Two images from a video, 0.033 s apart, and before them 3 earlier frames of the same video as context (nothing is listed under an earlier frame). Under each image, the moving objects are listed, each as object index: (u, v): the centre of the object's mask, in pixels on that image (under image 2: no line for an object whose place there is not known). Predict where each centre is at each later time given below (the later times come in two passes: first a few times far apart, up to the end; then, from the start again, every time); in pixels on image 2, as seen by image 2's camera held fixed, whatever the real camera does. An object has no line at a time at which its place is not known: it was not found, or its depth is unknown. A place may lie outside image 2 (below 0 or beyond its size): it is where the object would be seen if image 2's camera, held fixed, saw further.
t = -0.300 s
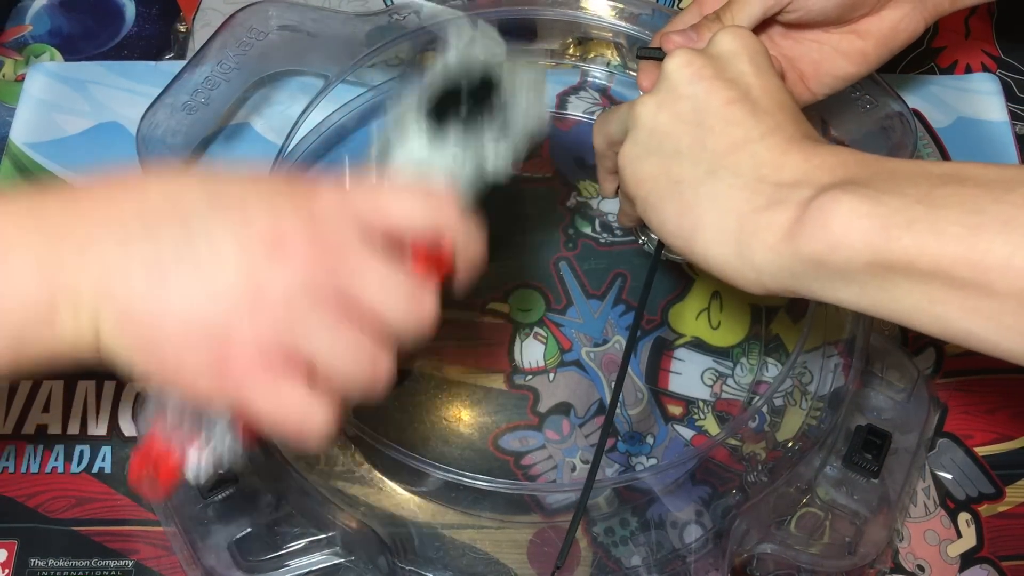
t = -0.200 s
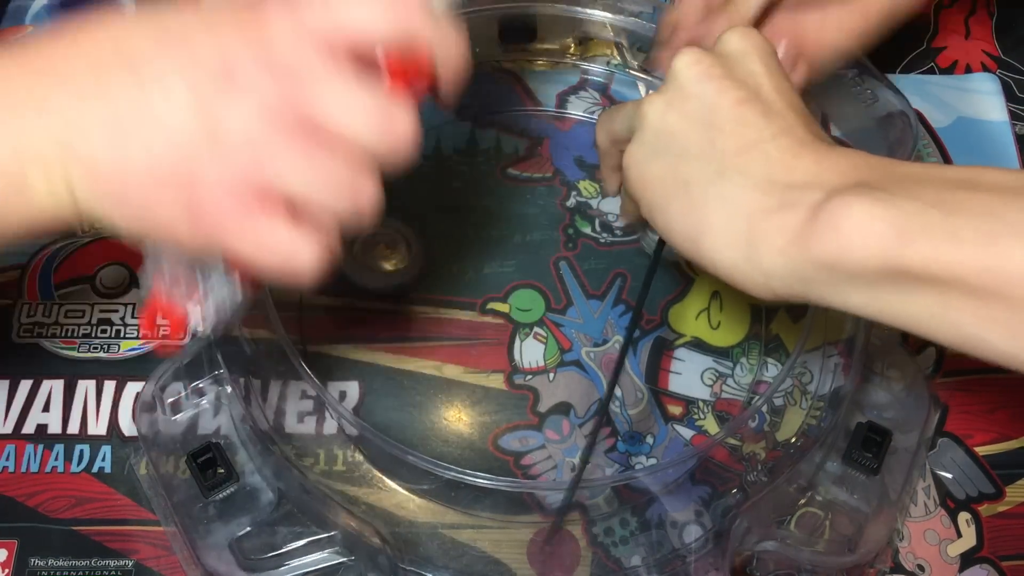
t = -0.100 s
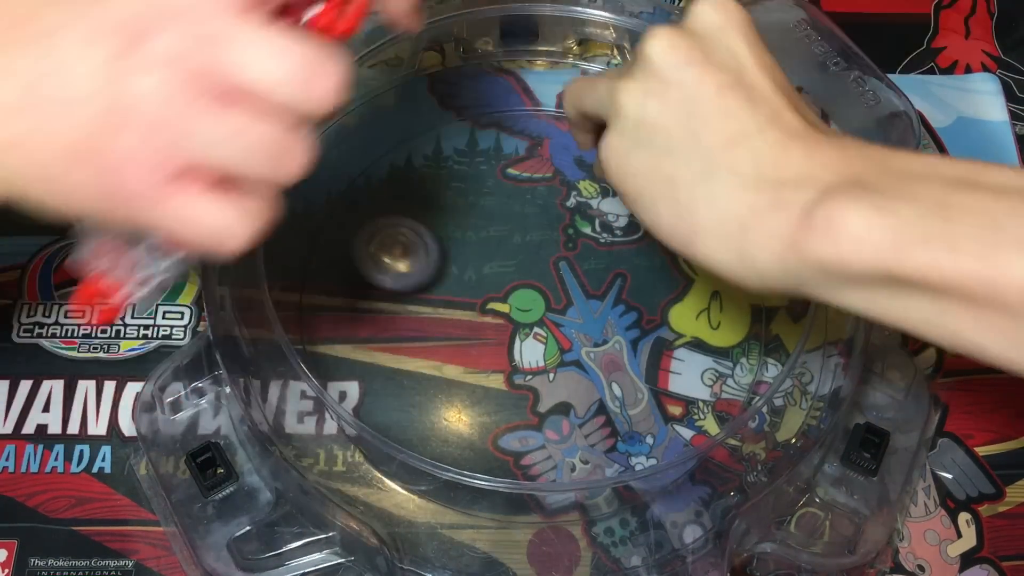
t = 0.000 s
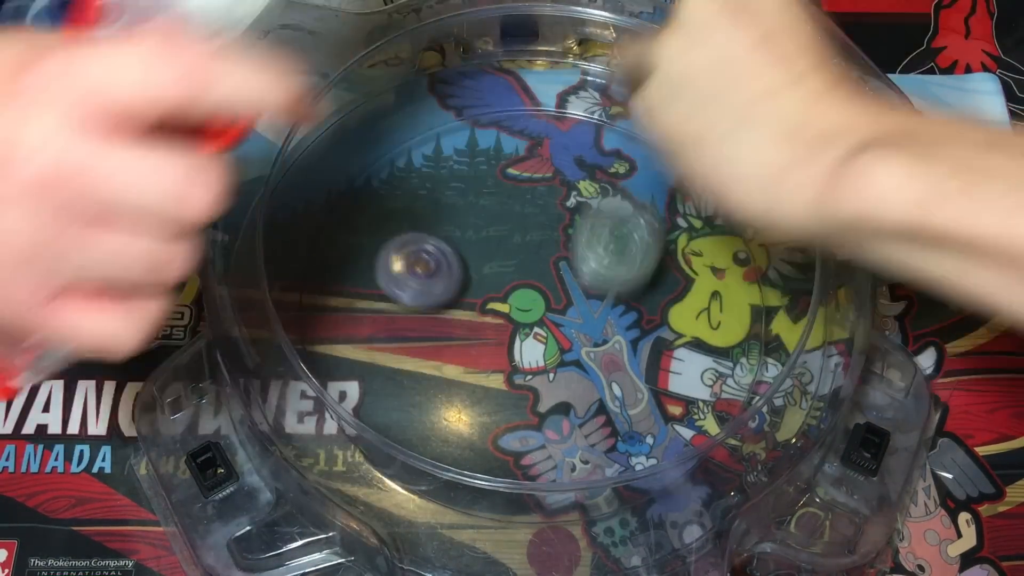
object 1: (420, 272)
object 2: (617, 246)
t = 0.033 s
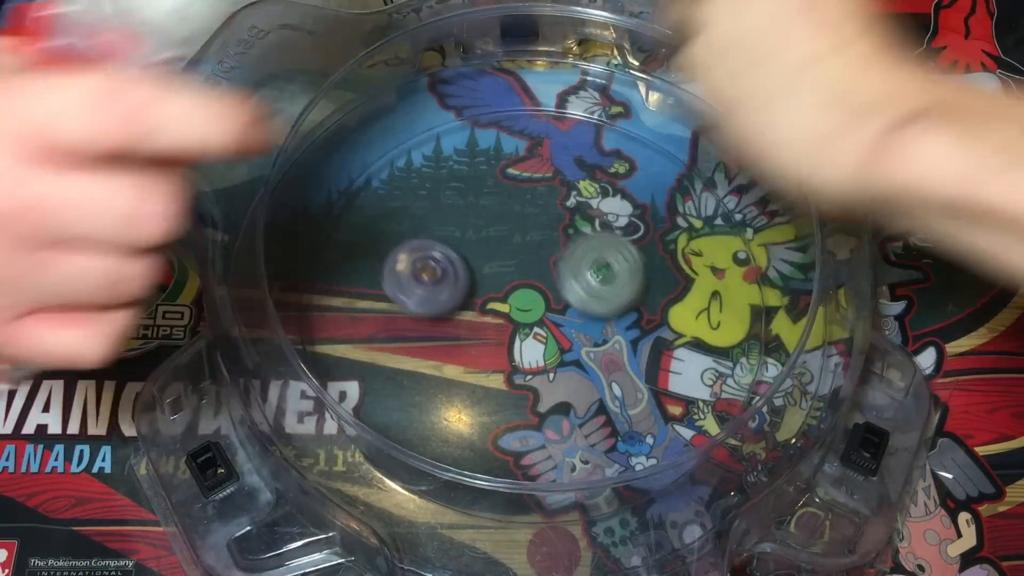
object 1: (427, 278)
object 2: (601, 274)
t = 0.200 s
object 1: (420, 288)
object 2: (543, 295)
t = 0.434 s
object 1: (368, 304)
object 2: (663, 323)
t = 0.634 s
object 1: (433, 316)
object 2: (657, 304)
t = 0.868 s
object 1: (477, 238)
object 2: (592, 274)
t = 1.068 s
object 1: (438, 191)
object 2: (619, 281)
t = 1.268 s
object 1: (428, 226)
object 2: (627, 301)
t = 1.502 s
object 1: (525, 250)
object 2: (619, 324)
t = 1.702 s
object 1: (590, 205)
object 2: (611, 335)
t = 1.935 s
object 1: (573, 166)
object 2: (600, 348)
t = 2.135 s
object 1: (552, 213)
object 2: (588, 360)
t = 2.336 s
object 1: (594, 278)
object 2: (572, 373)
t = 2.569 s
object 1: (667, 292)
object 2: (553, 383)
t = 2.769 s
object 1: (665, 268)
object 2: (533, 383)
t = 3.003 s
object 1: (604, 298)
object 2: (509, 374)
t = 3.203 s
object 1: (582, 352)
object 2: (479, 363)
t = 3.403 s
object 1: (599, 381)
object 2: (473, 344)
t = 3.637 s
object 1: (592, 357)
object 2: (462, 306)
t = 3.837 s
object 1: (544, 348)
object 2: (461, 282)
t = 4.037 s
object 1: (498, 353)
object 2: (468, 262)
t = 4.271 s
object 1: (488, 349)
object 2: (487, 250)
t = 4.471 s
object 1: (488, 332)
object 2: (511, 246)
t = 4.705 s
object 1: (475, 298)
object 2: (546, 236)
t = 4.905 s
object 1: (476, 279)
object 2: (569, 230)
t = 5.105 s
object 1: (487, 266)
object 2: (577, 245)
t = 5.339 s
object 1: (484, 258)
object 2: (605, 270)
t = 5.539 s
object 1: (503, 260)
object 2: (611, 291)
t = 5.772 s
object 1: (535, 261)
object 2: (605, 318)
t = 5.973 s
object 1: (556, 258)
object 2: (595, 341)
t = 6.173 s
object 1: (572, 260)
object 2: (577, 355)
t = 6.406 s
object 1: (583, 271)
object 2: (546, 359)
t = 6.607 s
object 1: (586, 285)
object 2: (519, 353)
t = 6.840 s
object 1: (585, 305)
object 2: (487, 337)
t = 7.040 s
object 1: (579, 320)
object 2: (469, 323)
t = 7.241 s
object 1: (570, 332)
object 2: (466, 304)
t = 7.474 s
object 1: (551, 339)
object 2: (483, 280)
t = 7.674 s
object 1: (536, 339)
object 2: (495, 258)
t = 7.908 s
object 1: (515, 330)
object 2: (514, 243)
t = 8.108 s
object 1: (500, 321)
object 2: (535, 241)
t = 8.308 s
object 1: (492, 309)
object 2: (557, 247)
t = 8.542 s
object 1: (494, 292)
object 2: (581, 264)
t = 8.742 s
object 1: (500, 279)
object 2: (592, 281)
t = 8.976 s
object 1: (511, 268)
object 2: (596, 304)
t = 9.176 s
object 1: (521, 260)
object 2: (592, 328)
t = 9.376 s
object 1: (530, 257)
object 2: (585, 347)
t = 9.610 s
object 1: (544, 265)
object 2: (564, 351)
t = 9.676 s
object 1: (549, 268)
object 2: (554, 352)
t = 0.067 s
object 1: (432, 284)
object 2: (587, 263)
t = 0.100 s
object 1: (436, 289)
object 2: (570, 259)
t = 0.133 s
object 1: (439, 292)
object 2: (552, 265)
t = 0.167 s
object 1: (440, 294)
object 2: (534, 282)
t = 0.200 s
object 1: (420, 288)
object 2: (543, 295)
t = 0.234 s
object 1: (397, 283)
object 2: (564, 301)
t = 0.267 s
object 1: (383, 281)
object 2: (583, 308)
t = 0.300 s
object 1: (374, 282)
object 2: (604, 314)
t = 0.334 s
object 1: (368, 285)
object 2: (621, 317)
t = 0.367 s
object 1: (366, 290)
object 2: (638, 319)
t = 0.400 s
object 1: (365, 297)
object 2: (652, 322)
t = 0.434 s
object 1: (368, 304)
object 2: (663, 323)
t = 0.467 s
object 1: (374, 310)
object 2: (670, 322)
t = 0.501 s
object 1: (383, 315)
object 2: (674, 320)
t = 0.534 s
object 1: (393, 319)
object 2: (675, 317)
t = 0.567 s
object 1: (406, 320)
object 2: (672, 313)
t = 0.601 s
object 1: (419, 319)
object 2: (665, 309)
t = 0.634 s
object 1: (433, 316)
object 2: (657, 304)
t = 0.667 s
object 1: (447, 311)
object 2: (643, 298)
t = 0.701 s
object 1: (461, 303)
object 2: (629, 293)
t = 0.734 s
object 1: (474, 294)
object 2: (614, 287)
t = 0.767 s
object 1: (486, 282)
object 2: (597, 282)
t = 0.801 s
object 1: (490, 269)
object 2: (583, 277)
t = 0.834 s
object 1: (483, 253)
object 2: (587, 275)
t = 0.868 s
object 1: (477, 238)
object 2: (592, 274)
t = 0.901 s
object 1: (471, 224)
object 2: (597, 273)
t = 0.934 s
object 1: (465, 213)
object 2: (602, 274)
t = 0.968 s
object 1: (459, 204)
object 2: (606, 274)
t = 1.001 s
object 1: (452, 197)
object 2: (611, 276)
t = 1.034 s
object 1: (445, 192)
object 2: (615, 278)
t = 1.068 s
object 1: (438, 191)
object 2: (619, 281)
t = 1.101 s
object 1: (431, 192)
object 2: (622, 283)
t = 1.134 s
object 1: (426, 196)
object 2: (625, 286)
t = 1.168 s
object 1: (422, 201)
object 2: (626, 289)
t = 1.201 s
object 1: (421, 209)
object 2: (627, 293)
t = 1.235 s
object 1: (422, 216)
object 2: (627, 297)
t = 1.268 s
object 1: (428, 226)
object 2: (627, 301)
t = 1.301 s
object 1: (437, 234)
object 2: (627, 304)
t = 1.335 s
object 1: (448, 242)
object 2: (625, 308)
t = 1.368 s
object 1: (462, 248)
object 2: (624, 311)
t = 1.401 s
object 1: (478, 252)
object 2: (623, 315)
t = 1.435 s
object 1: (493, 253)
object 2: (622, 318)
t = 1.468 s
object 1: (510, 253)
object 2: (620, 321)
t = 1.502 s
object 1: (525, 250)
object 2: (619, 324)
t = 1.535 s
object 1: (540, 246)
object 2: (618, 326)
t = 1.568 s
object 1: (554, 241)
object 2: (617, 328)
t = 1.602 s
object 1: (566, 233)
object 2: (615, 330)
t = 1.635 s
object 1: (576, 224)
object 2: (613, 332)
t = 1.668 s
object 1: (584, 215)
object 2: (612, 333)
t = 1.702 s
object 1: (590, 205)
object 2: (611, 335)
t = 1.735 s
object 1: (594, 196)
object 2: (609, 336)
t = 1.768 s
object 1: (596, 186)
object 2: (607, 338)
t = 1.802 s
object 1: (595, 179)
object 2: (605, 340)
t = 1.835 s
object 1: (592, 174)
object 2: (604, 342)
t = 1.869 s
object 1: (586, 169)
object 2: (603, 344)
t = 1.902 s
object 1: (580, 167)
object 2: (601, 346)
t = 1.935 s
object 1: (573, 166)
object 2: (600, 348)
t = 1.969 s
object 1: (566, 169)
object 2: (598, 350)
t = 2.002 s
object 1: (560, 174)
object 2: (596, 352)
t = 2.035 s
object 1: (554, 182)
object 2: (594, 355)
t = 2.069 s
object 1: (552, 191)
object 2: (591, 357)
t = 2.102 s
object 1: (551, 201)
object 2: (589, 359)
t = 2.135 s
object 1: (552, 213)
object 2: (588, 360)
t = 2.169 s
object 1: (555, 224)
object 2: (586, 362)
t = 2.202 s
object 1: (560, 236)
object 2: (583, 364)
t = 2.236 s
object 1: (566, 248)
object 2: (581, 366)
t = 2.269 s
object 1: (574, 259)
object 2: (578, 369)
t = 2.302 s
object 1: (583, 270)
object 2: (575, 371)
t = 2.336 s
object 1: (594, 278)
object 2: (572, 373)
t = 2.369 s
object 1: (606, 286)
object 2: (570, 375)
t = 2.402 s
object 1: (616, 291)
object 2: (568, 377)
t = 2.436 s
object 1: (628, 295)
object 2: (565, 378)
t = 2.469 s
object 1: (640, 296)
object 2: (562, 380)
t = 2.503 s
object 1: (650, 296)
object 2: (558, 381)
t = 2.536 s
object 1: (659, 295)
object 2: (555, 382)
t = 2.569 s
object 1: (667, 292)
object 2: (553, 383)
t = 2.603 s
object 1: (672, 288)
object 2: (550, 383)
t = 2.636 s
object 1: (676, 284)
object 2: (547, 384)
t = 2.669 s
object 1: (677, 279)
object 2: (544, 384)
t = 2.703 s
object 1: (676, 274)
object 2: (541, 384)
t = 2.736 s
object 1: (672, 271)
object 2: (536, 384)
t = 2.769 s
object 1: (665, 268)
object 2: (533, 383)
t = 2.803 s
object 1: (657, 268)
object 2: (530, 383)
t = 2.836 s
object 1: (649, 270)
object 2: (526, 382)
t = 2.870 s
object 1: (640, 272)
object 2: (522, 380)
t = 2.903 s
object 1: (631, 277)
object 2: (519, 380)
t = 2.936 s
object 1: (622, 282)
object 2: (517, 378)
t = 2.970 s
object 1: (613, 289)
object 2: (513, 377)
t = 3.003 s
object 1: (604, 298)
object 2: (509, 374)
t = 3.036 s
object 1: (596, 307)
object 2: (506, 372)
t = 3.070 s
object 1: (588, 317)
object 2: (502, 370)
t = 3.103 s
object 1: (582, 328)
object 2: (498, 368)
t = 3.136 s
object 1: (581, 336)
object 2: (490, 366)
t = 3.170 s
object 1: (581, 344)
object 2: (483, 365)
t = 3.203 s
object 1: (582, 352)
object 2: (479, 363)
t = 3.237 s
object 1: (583, 359)
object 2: (477, 360)
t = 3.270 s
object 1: (585, 366)
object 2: (476, 358)
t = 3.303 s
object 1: (588, 371)
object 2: (475, 355)
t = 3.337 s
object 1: (591, 376)
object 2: (475, 352)
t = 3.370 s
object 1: (595, 379)
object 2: (474, 348)
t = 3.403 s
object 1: (599, 381)
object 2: (473, 344)
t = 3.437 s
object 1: (602, 382)
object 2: (471, 338)
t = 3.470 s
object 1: (604, 380)
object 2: (470, 332)
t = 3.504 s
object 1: (605, 374)
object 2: (469, 326)
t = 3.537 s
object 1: (604, 369)
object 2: (467, 322)
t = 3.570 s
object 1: (602, 364)
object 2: (466, 317)
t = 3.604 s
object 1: (598, 360)
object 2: (465, 312)
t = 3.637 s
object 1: (592, 357)
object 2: (462, 306)
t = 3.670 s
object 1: (586, 354)
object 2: (461, 301)
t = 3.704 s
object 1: (580, 351)
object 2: (460, 296)
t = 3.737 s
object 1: (571, 350)
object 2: (460, 292)
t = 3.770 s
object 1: (561, 348)
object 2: (460, 289)
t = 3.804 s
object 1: (553, 349)
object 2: (461, 286)
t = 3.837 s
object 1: (544, 348)
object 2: (461, 282)
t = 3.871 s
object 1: (535, 349)
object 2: (462, 278)
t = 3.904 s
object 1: (527, 349)
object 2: (463, 274)
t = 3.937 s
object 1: (519, 349)
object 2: (464, 270)
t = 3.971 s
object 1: (512, 350)
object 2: (465, 268)
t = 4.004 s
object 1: (503, 351)
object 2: (466, 266)
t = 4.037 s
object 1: (498, 353)
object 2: (468, 262)
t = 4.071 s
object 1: (493, 354)
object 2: (469, 260)
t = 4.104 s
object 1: (491, 354)
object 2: (471, 257)
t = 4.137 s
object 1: (489, 354)
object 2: (473, 255)
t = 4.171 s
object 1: (489, 354)
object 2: (476, 253)
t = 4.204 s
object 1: (488, 352)
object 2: (480, 252)
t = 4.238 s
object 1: (489, 351)
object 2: (483, 251)
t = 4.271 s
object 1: (488, 349)
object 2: (487, 250)
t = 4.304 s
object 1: (488, 347)
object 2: (491, 249)
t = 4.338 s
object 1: (488, 344)
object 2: (495, 248)
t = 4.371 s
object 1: (488, 341)
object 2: (499, 248)
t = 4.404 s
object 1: (488, 339)
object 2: (503, 247)
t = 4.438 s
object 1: (488, 335)
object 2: (507, 247)
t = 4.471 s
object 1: (488, 332)
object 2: (511, 246)
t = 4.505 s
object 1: (489, 328)
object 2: (515, 245)
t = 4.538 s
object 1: (488, 324)
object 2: (521, 243)
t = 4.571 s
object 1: (487, 321)
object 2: (527, 241)
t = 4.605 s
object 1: (484, 317)
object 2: (532, 240)
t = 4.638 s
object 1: (481, 310)
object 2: (536, 239)
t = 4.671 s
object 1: (478, 304)
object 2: (541, 238)
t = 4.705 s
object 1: (475, 298)
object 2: (546, 236)
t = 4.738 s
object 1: (473, 294)
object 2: (551, 234)
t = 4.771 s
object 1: (473, 290)
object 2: (556, 232)
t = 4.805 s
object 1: (473, 288)
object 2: (560, 230)
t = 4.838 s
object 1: (473, 285)
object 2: (563, 229)
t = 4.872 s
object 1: (475, 282)
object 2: (566, 229)
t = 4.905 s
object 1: (476, 279)
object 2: (569, 230)
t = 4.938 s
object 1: (477, 276)
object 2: (570, 231)
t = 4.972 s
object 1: (479, 274)
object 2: (572, 233)
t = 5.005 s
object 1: (480, 272)
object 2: (573, 235)
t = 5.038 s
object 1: (483, 270)
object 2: (574, 239)
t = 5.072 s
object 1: (484, 269)
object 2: (576, 243)
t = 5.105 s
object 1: (487, 266)
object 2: (577, 245)
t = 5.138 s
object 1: (489, 265)
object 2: (578, 249)
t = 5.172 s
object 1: (489, 263)
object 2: (582, 253)
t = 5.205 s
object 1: (485, 261)
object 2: (589, 257)
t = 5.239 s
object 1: (482, 260)
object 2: (595, 260)
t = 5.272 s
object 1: (482, 258)
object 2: (600, 264)
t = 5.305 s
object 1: (483, 258)
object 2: (603, 267)
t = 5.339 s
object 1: (484, 258)
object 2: (605, 270)
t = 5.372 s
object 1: (486, 257)
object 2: (607, 273)
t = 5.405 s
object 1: (489, 258)
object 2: (609, 278)
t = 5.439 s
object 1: (492, 258)
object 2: (609, 280)
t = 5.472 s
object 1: (496, 258)
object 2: (611, 284)
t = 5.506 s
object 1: (499, 259)
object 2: (611, 287)
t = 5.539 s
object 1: (503, 260)
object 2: (611, 291)
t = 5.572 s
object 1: (508, 261)
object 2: (611, 295)
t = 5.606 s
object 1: (513, 261)
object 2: (611, 299)
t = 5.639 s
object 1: (517, 262)
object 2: (610, 302)
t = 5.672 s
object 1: (522, 262)
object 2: (609, 307)
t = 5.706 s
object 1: (526, 262)
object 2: (608, 310)
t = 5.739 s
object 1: (531, 262)
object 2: (607, 314)
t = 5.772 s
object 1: (535, 261)
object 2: (605, 318)
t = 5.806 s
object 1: (539, 261)
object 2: (603, 321)
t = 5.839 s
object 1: (543, 261)
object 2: (601, 325)
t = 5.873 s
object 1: (545, 259)
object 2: (600, 329)
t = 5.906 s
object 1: (549, 259)
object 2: (599, 334)
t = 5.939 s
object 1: (553, 258)
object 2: (598, 338)
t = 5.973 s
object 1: (556, 258)
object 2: (595, 341)
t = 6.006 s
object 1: (559, 257)
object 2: (591, 345)
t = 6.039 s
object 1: (562, 257)
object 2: (589, 347)
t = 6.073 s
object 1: (565, 258)
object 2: (586, 349)
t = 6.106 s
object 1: (567, 258)
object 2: (583, 352)
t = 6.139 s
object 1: (570, 259)
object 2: (580, 354)
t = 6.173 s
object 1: (572, 260)
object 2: (577, 355)
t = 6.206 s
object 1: (574, 261)
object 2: (572, 357)
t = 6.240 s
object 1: (576, 262)
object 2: (568, 358)
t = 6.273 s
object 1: (578, 263)
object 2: (564, 358)
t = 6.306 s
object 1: (579, 265)
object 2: (559, 358)
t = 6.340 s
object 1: (581, 267)
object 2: (554, 358)
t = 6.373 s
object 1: (582, 268)
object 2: (550, 358)
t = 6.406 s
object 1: (583, 271)
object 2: (546, 359)
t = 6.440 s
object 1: (584, 273)
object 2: (541, 359)
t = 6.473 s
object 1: (585, 275)
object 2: (537, 358)
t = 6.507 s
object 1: (585, 277)
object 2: (533, 357)
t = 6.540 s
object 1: (586, 279)
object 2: (528, 356)
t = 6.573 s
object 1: (586, 283)
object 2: (523, 355)
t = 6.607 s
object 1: (586, 285)
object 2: (519, 353)
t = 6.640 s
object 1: (587, 288)
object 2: (514, 352)
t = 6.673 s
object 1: (587, 290)
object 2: (510, 349)
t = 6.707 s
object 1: (586, 293)
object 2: (505, 347)
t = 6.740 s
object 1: (586, 297)
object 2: (500, 345)
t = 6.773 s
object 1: (585, 299)
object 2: (496, 342)
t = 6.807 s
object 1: (585, 303)
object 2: (491, 340)
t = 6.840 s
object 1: (585, 305)
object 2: (487, 337)
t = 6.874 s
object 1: (585, 307)
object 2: (484, 335)
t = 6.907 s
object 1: (584, 310)
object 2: (480, 333)
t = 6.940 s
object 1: (583, 313)
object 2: (477, 331)
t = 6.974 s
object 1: (582, 315)
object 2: (474, 328)
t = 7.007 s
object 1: (581, 318)
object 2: (471, 325)
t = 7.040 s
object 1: (579, 320)
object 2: (469, 323)
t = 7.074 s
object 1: (578, 322)
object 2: (467, 320)
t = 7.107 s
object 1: (577, 325)
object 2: (466, 316)
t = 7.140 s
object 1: (575, 327)
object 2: (465, 313)
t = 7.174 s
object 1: (573, 329)
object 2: (465, 310)
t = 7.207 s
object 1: (571, 330)
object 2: (465, 307)
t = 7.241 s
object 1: (570, 332)
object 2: (466, 304)
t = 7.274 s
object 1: (567, 333)
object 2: (468, 301)
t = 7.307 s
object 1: (565, 334)
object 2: (470, 298)
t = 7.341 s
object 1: (562, 336)
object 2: (472, 294)
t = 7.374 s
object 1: (560, 337)
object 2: (474, 291)
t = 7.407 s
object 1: (557, 338)
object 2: (477, 287)
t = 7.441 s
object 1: (554, 339)
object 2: (480, 283)
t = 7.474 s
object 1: (551, 339)
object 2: (483, 280)
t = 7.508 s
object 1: (549, 339)
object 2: (485, 276)
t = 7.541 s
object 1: (547, 340)
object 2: (487, 272)
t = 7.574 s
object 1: (544, 339)
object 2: (489, 269)
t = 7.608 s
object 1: (542, 339)
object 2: (491, 265)
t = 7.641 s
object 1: (539, 339)
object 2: (494, 262)
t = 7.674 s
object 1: (536, 339)
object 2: (495, 258)
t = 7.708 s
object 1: (533, 338)
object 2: (498, 255)
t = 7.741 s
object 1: (530, 337)
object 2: (500, 252)
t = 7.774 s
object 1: (527, 336)
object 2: (503, 250)
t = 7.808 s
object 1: (524, 335)
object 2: (506, 247)
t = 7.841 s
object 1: (521, 334)
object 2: (508, 245)
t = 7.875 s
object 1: (518, 332)
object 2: (511, 243)
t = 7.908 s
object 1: (515, 330)
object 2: (514, 243)
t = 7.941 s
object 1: (512, 328)
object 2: (517, 241)
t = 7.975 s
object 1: (509, 327)
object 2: (521, 241)
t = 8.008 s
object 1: (507, 325)
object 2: (524, 240)
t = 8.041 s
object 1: (504, 324)
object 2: (529, 240)
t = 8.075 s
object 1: (502, 322)
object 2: (532, 240)
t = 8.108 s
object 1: (500, 321)
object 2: (535, 241)
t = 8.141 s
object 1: (498, 319)
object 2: (539, 242)
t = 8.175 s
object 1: (496, 317)
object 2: (543, 242)
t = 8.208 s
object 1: (495, 315)
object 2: (547, 243)
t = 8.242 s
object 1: (494, 313)
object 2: (551, 244)
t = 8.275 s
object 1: (493, 311)
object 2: (554, 246)
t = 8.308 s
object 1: (492, 309)
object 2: (557, 247)
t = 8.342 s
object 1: (492, 307)
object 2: (561, 249)
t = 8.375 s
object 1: (492, 304)
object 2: (564, 252)
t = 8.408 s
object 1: (492, 302)
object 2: (567, 254)
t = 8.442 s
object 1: (493, 299)
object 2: (571, 256)
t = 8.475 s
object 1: (493, 296)
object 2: (574, 258)
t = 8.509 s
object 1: (493, 294)
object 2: (578, 261)
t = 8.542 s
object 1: (494, 292)
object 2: (581, 264)
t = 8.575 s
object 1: (495, 289)
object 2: (583, 267)
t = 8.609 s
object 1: (495, 288)
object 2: (585, 269)
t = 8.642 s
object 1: (496, 285)
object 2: (587, 273)
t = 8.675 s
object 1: (498, 283)
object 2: (589, 275)
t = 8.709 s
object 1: (498, 281)
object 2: (591, 278)
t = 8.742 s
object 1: (500, 279)
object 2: (592, 281)
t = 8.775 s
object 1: (501, 278)
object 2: (594, 284)
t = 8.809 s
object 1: (502, 276)
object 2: (594, 287)
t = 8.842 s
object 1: (504, 274)
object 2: (595, 291)
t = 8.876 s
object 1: (506, 273)
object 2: (596, 294)
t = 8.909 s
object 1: (507, 270)
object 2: (596, 298)
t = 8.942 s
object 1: (509, 270)
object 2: (596, 301)
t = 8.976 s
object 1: (511, 268)
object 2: (596, 304)
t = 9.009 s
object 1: (513, 267)
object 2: (595, 308)
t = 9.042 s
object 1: (515, 266)
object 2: (593, 311)
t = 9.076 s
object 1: (517, 266)
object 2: (592, 315)
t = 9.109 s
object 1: (520, 265)
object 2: (591, 318)
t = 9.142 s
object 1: (520, 262)
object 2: (591, 323)
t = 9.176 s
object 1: (521, 260)
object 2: (592, 328)
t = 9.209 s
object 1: (522, 259)
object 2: (592, 332)
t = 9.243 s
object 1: (523, 257)
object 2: (591, 336)
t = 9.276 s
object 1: (525, 257)
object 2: (590, 339)
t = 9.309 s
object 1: (526, 256)
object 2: (588, 342)
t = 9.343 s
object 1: (528, 257)
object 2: (587, 345)
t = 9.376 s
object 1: (530, 257)
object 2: (585, 347)
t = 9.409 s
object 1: (532, 258)
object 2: (583, 348)
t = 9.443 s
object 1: (534, 258)
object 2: (581, 350)
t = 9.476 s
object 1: (536, 259)
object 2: (579, 350)
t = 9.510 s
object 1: (538, 261)
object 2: (575, 351)
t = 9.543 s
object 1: (540, 262)
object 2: (571, 351)
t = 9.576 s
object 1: (542, 264)
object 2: (568, 351)
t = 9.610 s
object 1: (544, 265)
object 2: (564, 351)
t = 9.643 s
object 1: (546, 267)
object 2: (559, 351)
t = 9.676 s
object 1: (549, 268)
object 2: (554, 352)
